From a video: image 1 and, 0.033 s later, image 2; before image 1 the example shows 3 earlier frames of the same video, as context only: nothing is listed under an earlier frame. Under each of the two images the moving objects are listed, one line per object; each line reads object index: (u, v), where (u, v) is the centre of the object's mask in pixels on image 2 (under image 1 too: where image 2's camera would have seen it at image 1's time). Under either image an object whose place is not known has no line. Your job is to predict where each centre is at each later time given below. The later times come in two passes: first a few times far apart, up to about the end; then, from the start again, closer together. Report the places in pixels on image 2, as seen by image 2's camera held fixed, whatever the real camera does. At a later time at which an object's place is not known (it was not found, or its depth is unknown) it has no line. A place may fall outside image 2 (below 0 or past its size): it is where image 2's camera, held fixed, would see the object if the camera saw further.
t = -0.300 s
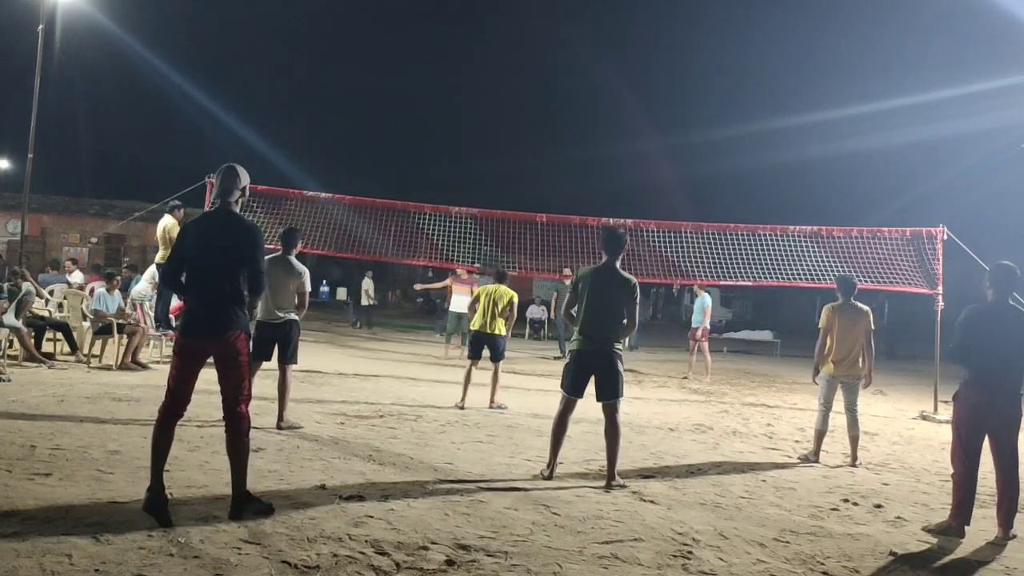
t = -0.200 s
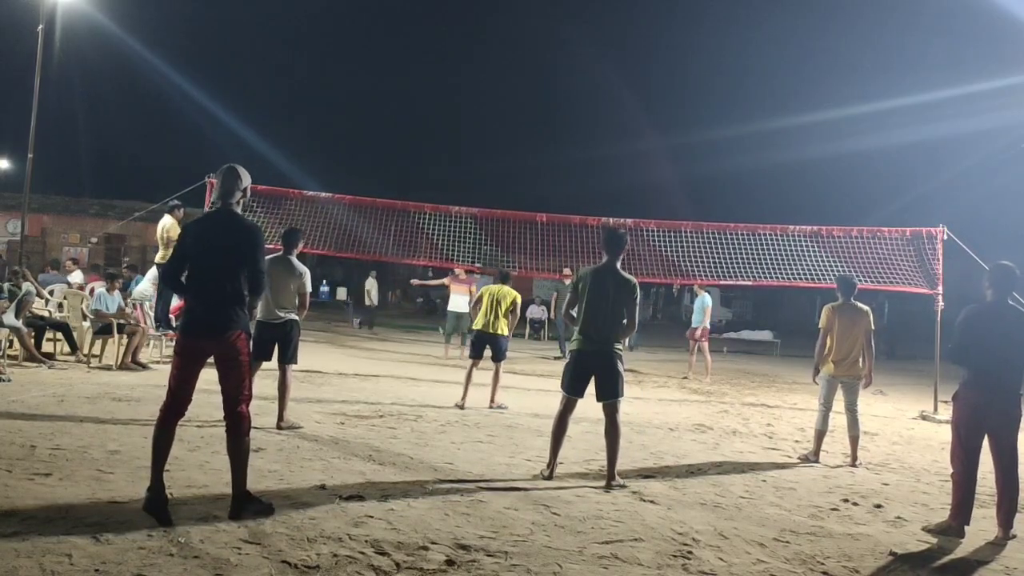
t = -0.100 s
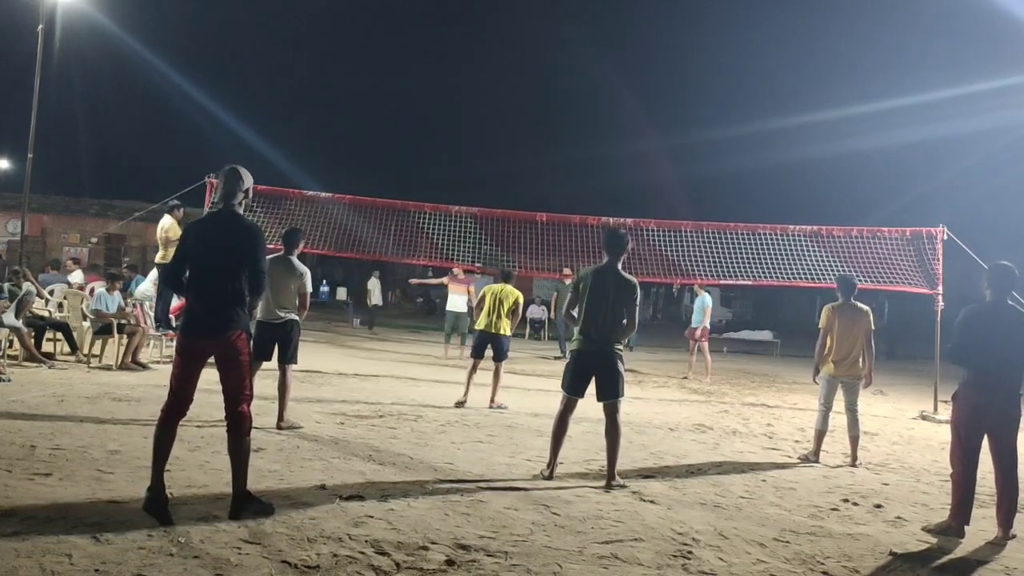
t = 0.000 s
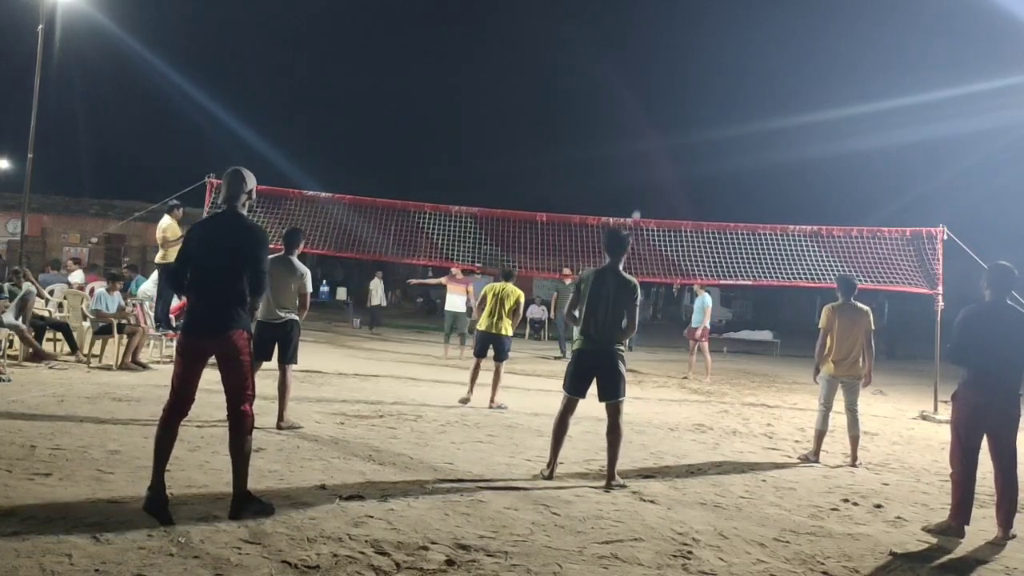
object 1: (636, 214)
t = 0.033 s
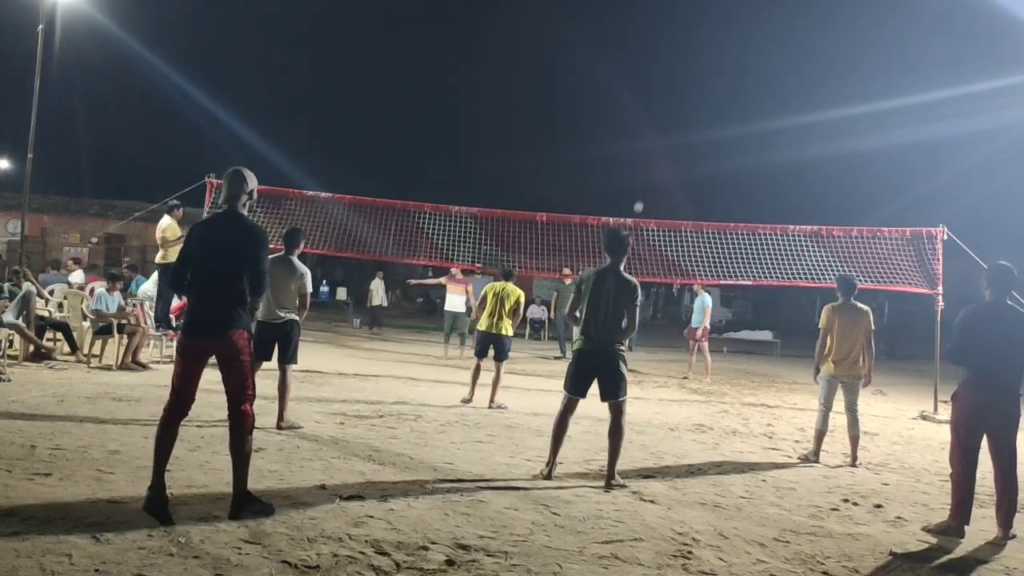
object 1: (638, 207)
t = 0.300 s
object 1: (662, 140)
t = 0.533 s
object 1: (687, 101)
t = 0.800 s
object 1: (723, 95)
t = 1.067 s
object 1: (773, 174)
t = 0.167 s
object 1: (649, 172)
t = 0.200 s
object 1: (652, 163)
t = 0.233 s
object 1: (655, 155)
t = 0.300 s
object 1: (662, 140)
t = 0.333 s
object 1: (665, 133)
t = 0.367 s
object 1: (669, 127)
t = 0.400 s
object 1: (672, 121)
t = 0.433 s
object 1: (676, 115)
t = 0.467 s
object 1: (679, 110)
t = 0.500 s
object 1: (683, 106)
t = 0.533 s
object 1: (687, 101)
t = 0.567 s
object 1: (691, 98)
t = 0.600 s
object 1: (695, 95)
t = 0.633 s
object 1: (700, 92)
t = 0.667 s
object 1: (704, 91)
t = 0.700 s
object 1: (708, 91)
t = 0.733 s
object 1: (713, 91)
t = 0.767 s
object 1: (718, 92)
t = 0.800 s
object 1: (723, 95)
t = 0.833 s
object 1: (729, 99)
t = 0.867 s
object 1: (734, 104)
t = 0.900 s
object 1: (740, 111)
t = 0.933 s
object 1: (746, 120)
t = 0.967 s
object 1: (752, 130)
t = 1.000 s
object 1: (759, 143)
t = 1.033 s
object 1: (766, 157)
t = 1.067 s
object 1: (773, 174)
